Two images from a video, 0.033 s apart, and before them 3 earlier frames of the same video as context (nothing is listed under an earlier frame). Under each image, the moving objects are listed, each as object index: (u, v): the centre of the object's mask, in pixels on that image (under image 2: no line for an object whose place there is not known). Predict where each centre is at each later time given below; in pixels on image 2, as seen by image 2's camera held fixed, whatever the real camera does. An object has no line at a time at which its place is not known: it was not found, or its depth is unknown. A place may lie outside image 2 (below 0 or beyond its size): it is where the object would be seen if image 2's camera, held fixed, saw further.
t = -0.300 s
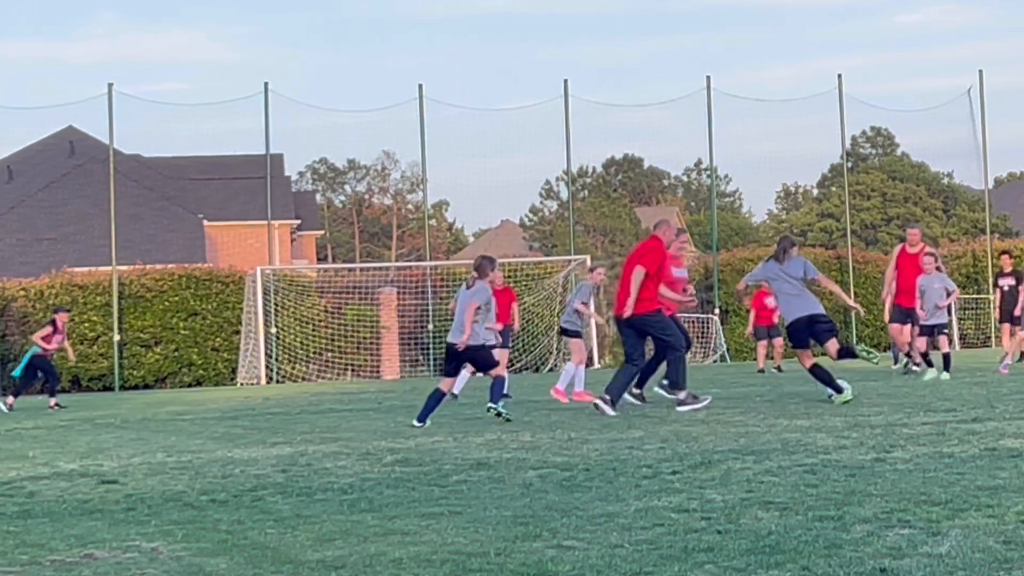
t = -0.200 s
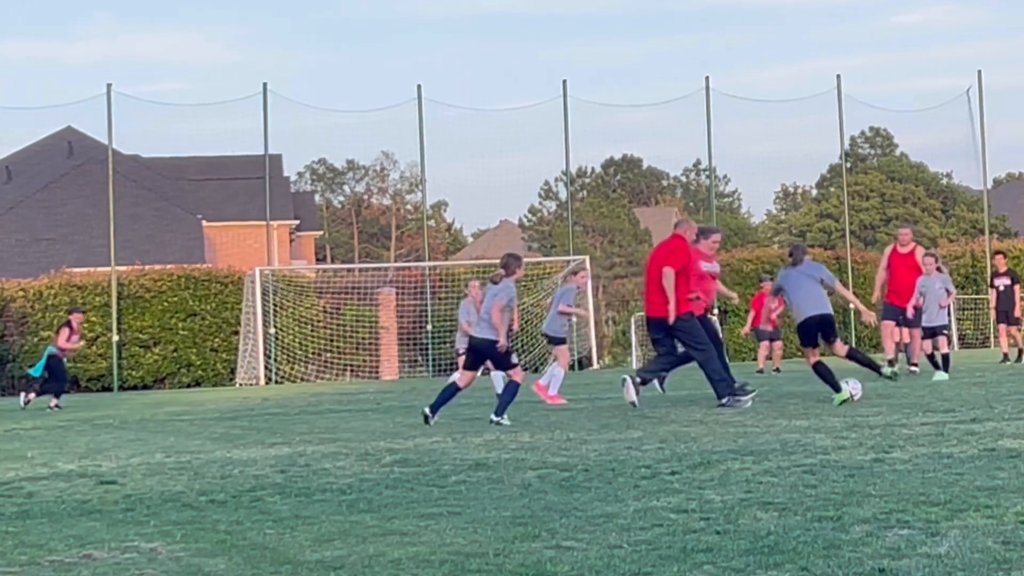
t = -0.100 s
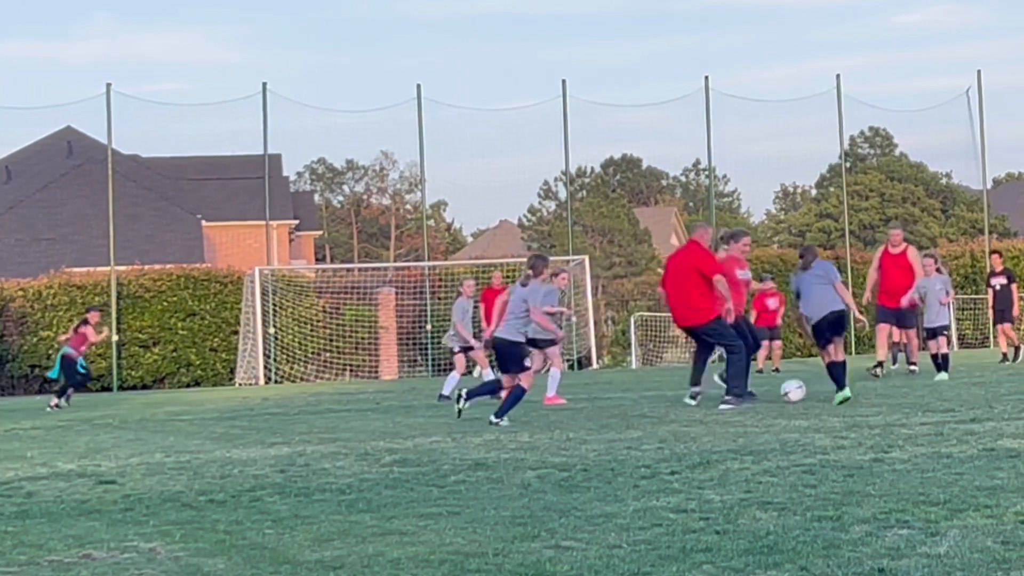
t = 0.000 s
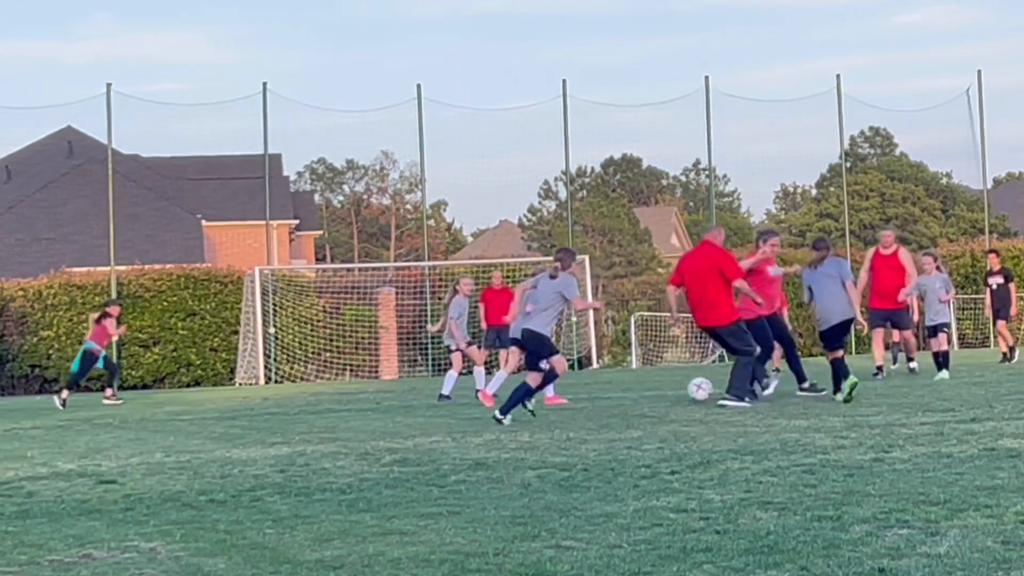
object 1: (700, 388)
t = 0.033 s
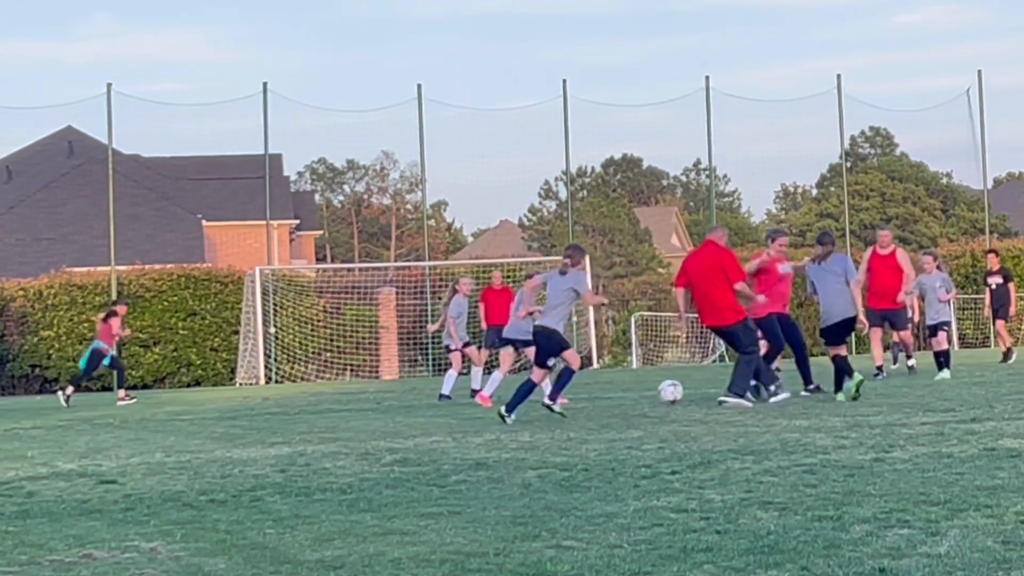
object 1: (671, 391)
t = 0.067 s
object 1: (641, 394)
